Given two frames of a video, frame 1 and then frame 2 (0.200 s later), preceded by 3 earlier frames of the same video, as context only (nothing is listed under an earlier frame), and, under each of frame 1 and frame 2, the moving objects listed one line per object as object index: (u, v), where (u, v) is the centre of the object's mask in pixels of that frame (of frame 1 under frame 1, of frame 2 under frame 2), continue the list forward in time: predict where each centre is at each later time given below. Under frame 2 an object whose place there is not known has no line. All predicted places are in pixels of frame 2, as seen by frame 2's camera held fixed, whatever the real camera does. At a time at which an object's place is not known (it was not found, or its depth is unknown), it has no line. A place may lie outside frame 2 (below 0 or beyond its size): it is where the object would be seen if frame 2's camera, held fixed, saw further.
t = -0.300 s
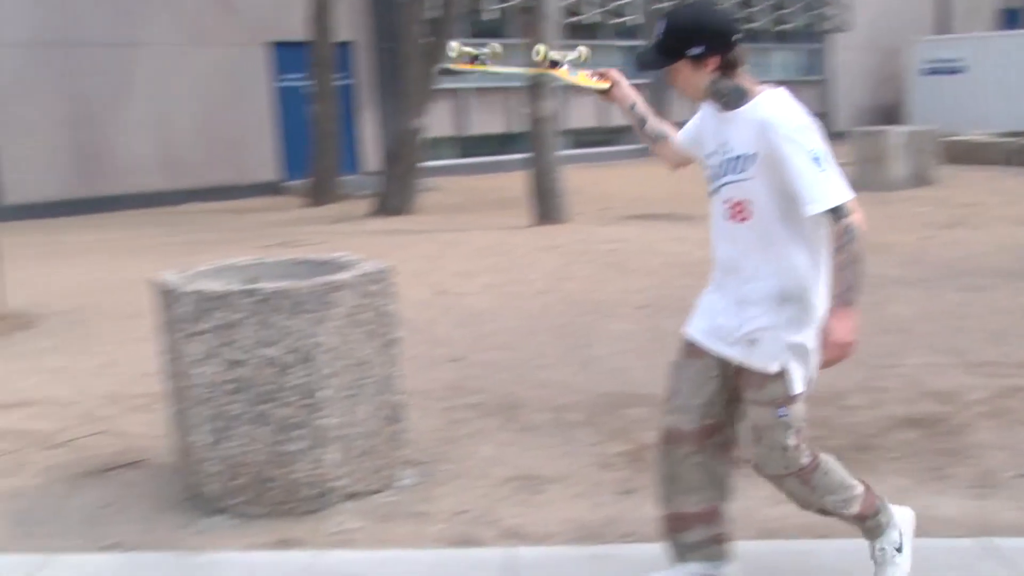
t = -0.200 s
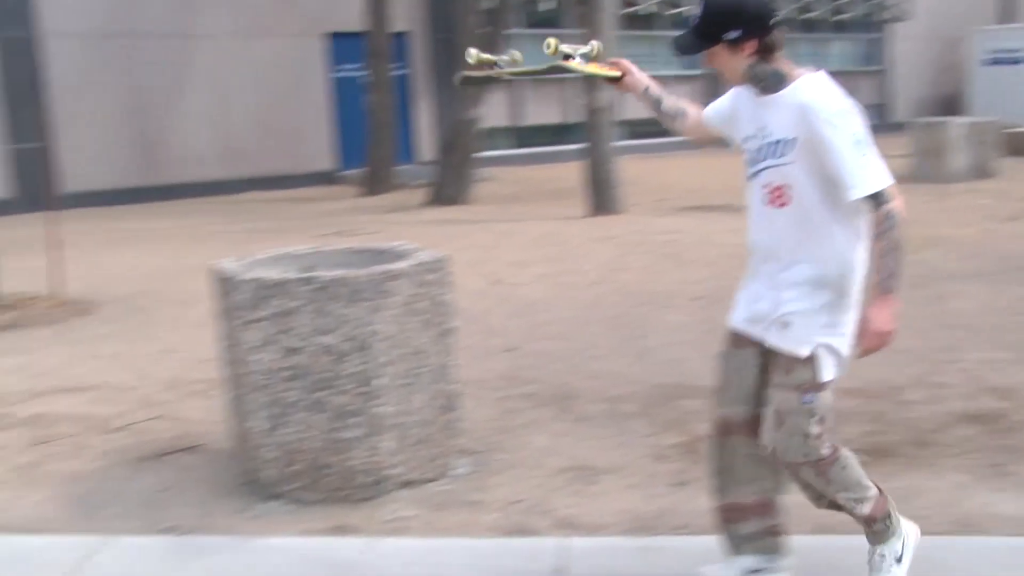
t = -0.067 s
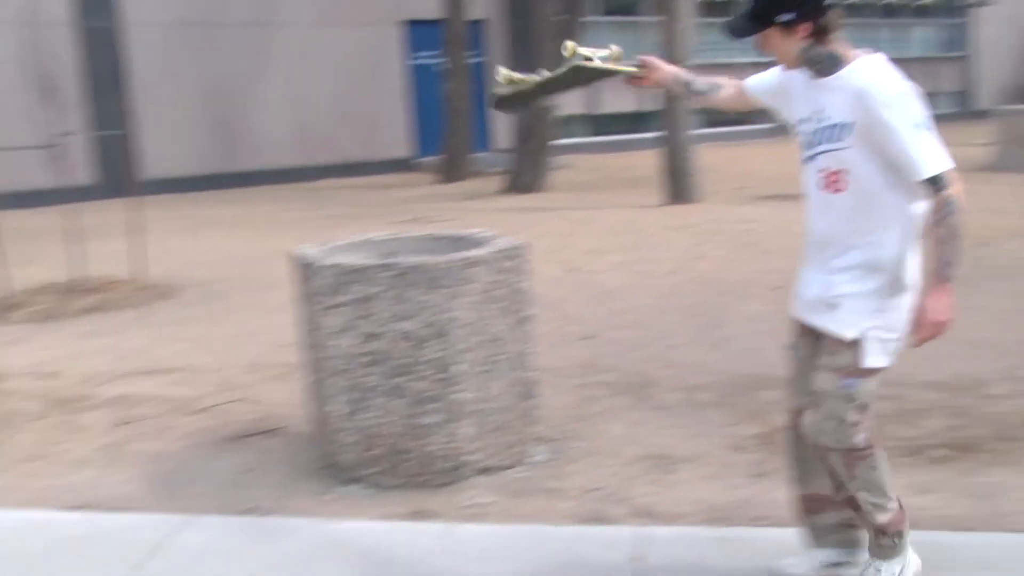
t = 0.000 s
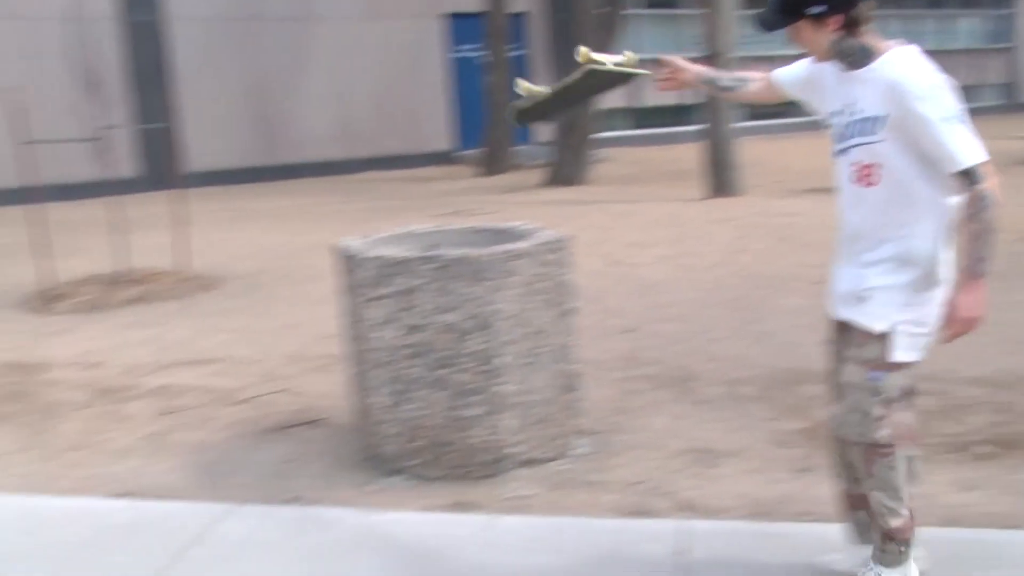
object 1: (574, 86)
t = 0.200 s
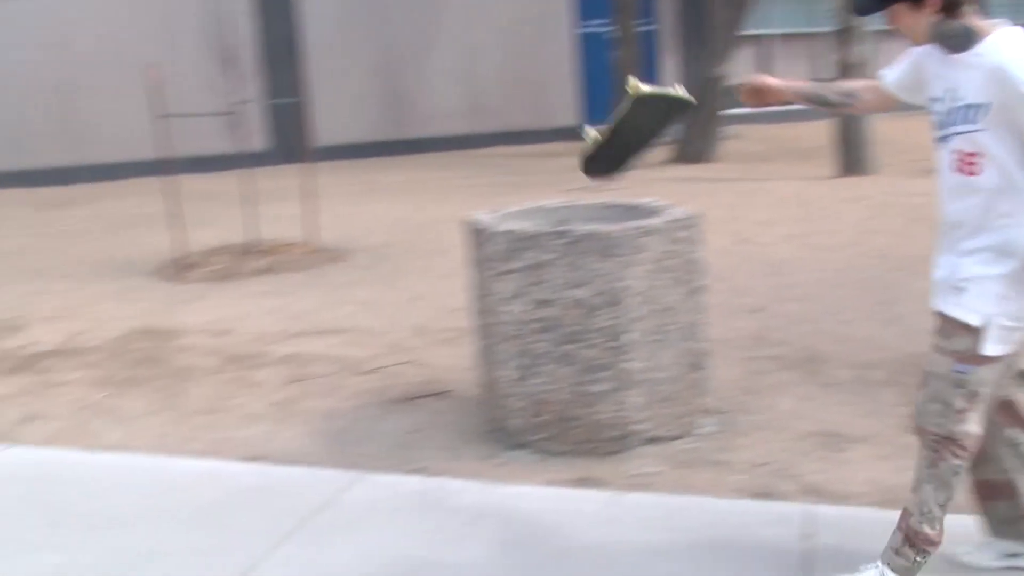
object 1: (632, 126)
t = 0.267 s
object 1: (610, 154)
